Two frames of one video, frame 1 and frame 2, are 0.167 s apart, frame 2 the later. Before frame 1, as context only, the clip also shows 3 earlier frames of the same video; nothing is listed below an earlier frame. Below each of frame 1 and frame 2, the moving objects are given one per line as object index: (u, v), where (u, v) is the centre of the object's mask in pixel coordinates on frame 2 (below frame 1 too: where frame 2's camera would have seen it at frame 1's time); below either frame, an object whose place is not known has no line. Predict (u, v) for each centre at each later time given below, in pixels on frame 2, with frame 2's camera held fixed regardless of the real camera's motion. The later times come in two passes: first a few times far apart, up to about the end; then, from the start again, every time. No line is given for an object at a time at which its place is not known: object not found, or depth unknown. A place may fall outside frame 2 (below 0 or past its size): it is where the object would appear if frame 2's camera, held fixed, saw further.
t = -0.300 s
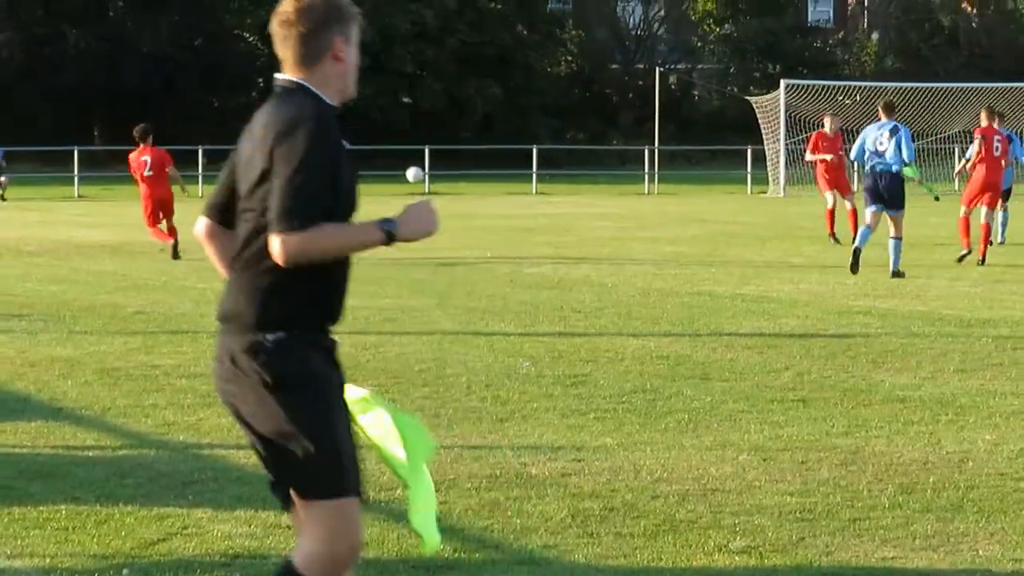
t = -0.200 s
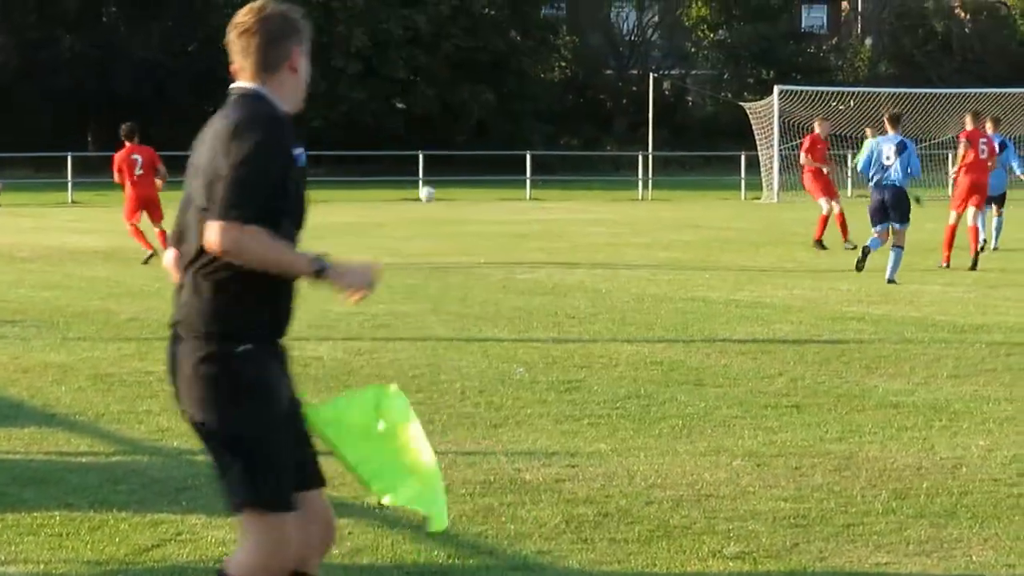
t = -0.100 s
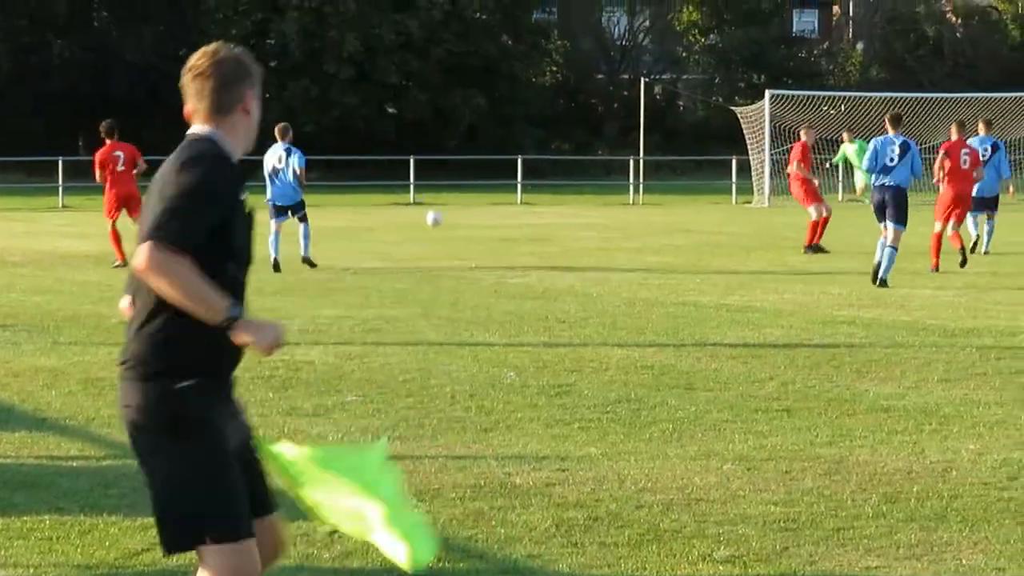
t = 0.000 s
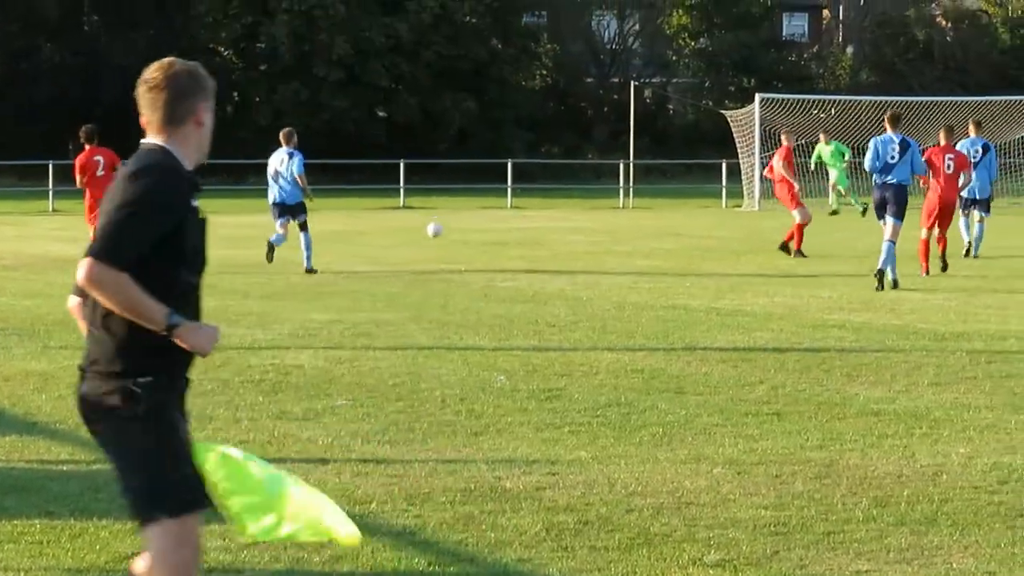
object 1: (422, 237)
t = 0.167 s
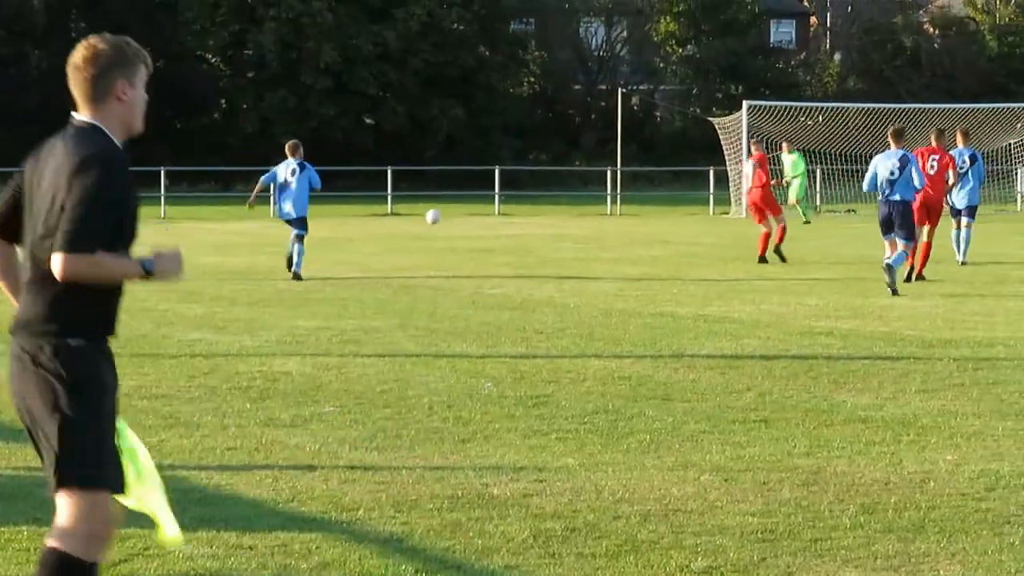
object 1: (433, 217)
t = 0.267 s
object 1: (438, 215)
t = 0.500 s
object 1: (448, 235)
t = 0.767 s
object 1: (453, 232)
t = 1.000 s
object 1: (456, 230)
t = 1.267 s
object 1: (458, 227)
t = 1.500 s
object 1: (459, 224)
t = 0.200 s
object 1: (434, 216)
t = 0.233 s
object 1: (436, 216)
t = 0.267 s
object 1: (438, 215)
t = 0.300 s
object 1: (440, 216)
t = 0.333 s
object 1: (441, 218)
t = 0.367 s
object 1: (443, 222)
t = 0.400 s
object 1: (445, 224)
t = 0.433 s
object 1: (445, 229)
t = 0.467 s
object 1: (447, 234)
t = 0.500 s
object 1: (448, 235)
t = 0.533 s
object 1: (448, 234)
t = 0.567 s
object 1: (449, 232)
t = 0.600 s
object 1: (450, 232)
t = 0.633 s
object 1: (450, 232)
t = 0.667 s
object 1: (451, 232)
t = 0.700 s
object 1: (452, 233)
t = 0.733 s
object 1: (452, 232)
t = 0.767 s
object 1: (453, 232)
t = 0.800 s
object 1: (454, 231)
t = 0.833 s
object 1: (454, 230)
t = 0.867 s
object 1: (454, 230)
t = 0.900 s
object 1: (455, 230)
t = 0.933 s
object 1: (456, 230)
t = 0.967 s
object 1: (456, 229)
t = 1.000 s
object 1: (456, 230)
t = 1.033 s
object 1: (457, 229)
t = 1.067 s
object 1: (457, 229)
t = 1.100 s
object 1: (457, 228)
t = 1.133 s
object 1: (458, 227)
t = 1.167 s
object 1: (458, 227)
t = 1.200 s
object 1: (457, 227)
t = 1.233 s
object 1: (458, 227)
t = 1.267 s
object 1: (458, 227)
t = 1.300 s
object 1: (458, 226)
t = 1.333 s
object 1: (458, 225)
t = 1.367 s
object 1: (458, 225)
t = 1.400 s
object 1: (459, 225)
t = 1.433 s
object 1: (458, 226)
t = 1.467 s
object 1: (459, 225)
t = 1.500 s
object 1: (459, 224)
